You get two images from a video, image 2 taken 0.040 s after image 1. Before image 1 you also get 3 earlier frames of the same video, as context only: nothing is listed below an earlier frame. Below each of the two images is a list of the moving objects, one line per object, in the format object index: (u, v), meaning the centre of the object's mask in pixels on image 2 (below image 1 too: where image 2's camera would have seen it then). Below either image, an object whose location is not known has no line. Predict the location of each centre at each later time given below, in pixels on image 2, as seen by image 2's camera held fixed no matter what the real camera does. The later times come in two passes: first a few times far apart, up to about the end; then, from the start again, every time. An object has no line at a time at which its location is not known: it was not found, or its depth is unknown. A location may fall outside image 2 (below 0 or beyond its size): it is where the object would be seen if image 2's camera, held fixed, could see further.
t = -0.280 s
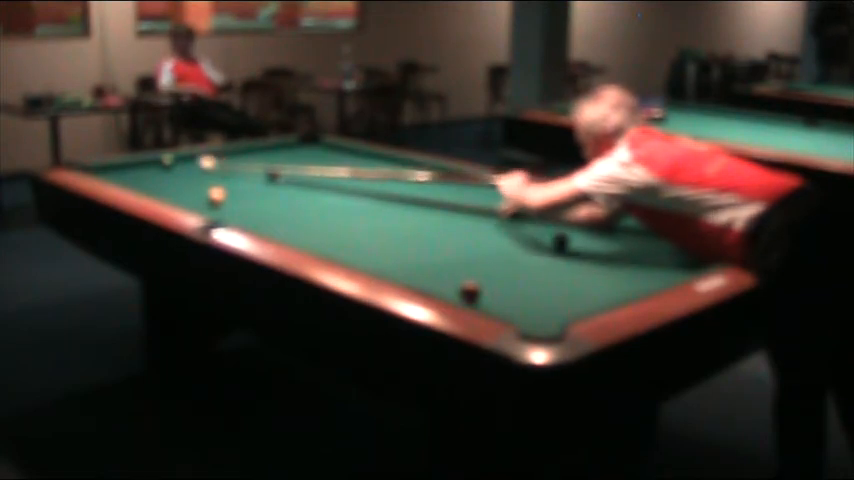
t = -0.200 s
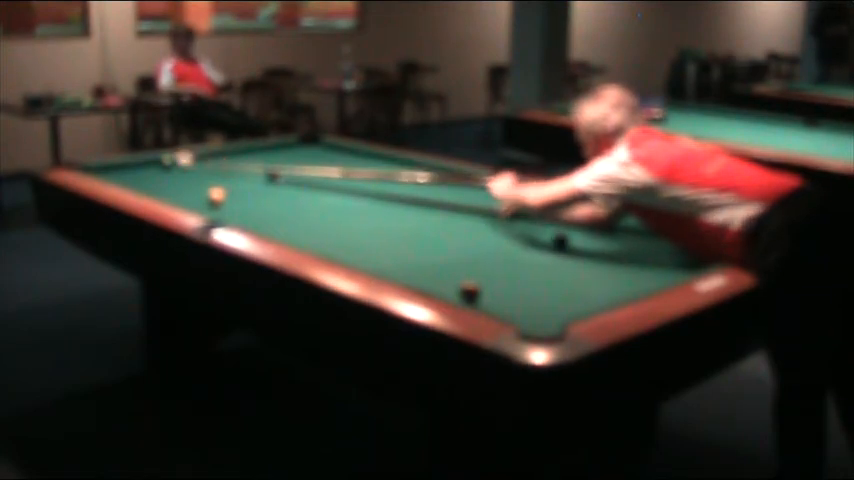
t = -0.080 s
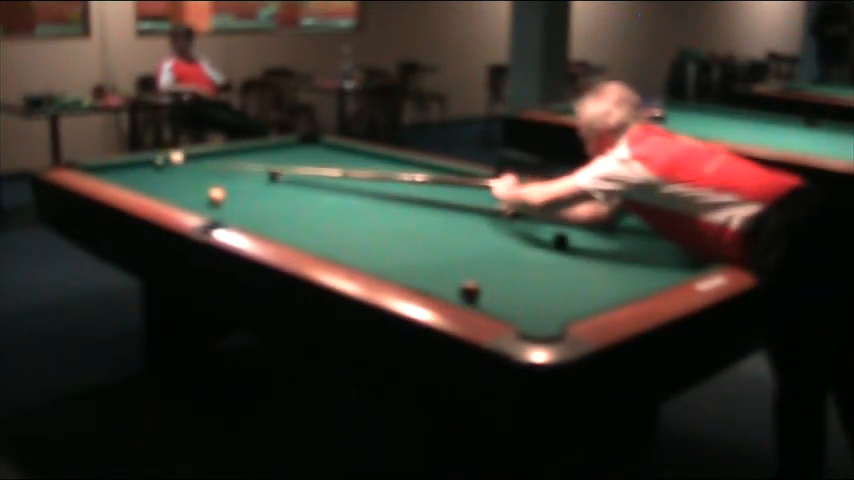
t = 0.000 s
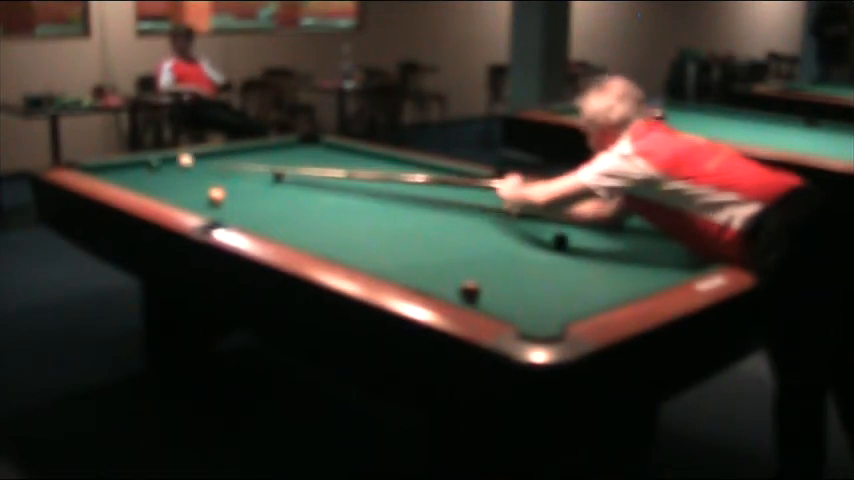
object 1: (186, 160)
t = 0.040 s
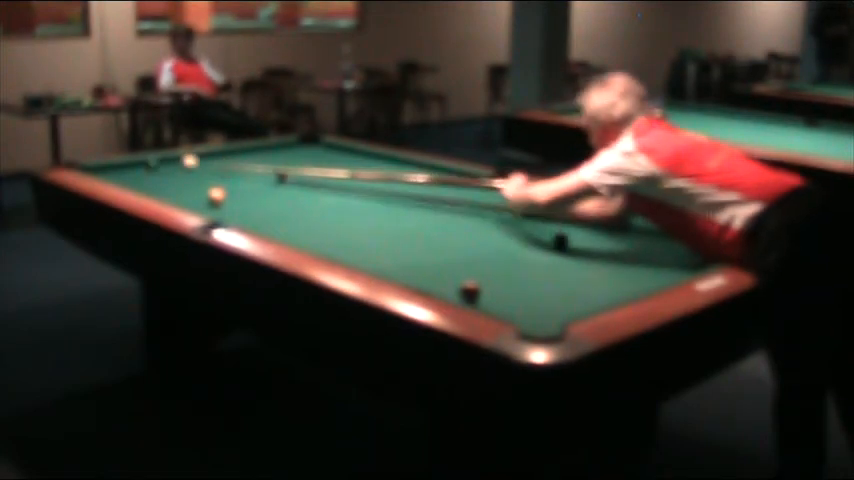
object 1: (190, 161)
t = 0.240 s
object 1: (210, 165)
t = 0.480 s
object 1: (236, 173)
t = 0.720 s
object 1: (264, 181)
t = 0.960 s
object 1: (292, 189)
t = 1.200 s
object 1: (322, 198)
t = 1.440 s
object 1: (353, 208)
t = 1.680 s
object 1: (386, 218)
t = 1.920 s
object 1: (420, 228)
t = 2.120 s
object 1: (451, 236)
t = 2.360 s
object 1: (488, 248)
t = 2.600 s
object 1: (528, 259)
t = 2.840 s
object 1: (569, 270)
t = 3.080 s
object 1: (611, 282)
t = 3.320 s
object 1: (615, 284)
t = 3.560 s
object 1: (590, 277)
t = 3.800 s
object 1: (568, 269)
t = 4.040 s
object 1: (548, 264)
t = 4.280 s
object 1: (529, 258)
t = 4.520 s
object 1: (511, 253)
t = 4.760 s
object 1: (495, 248)
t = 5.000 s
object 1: (482, 244)
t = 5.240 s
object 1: (469, 240)
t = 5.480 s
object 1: (457, 237)
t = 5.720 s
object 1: (448, 234)
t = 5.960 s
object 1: (438, 232)
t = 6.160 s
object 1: (432, 230)
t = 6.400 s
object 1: (425, 228)
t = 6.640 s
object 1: (418, 226)
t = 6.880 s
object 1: (413, 225)
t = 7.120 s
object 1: (409, 224)
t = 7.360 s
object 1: (406, 223)
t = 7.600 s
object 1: (403, 223)
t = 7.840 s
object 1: (403, 223)
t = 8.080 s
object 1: (403, 223)
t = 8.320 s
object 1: (403, 223)
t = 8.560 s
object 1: (403, 222)
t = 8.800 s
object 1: (403, 222)
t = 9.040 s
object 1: (403, 222)
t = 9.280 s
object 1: (403, 222)
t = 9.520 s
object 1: (403, 222)
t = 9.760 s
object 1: (403, 222)
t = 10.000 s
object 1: (403, 222)
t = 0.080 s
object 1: (194, 162)
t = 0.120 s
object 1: (198, 163)
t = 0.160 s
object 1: (202, 164)
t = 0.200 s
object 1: (206, 165)
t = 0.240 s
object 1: (210, 165)
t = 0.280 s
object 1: (215, 167)
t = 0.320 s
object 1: (219, 168)
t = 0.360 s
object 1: (223, 169)
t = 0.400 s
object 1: (227, 170)
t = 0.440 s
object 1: (232, 172)
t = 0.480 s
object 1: (236, 173)
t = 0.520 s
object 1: (240, 174)
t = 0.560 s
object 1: (245, 176)
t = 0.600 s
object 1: (249, 177)
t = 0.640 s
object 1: (254, 178)
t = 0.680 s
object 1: (259, 179)
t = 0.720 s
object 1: (264, 181)
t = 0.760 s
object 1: (268, 182)
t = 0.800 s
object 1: (273, 183)
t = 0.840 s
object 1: (278, 184)
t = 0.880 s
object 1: (282, 186)
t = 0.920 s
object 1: (287, 187)
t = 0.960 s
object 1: (292, 189)
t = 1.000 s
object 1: (297, 190)
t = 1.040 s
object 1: (302, 192)
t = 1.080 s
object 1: (307, 193)
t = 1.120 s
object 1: (311, 195)
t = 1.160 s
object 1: (317, 197)
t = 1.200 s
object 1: (322, 198)
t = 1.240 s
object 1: (327, 200)
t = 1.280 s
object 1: (332, 201)
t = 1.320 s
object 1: (337, 203)
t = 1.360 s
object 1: (342, 204)
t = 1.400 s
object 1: (348, 206)
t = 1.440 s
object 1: (353, 208)
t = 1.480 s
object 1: (359, 209)
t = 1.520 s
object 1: (364, 211)
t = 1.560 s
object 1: (369, 213)
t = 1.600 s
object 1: (375, 214)
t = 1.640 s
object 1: (380, 217)
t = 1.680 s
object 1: (386, 218)
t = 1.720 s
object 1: (392, 220)
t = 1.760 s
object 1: (397, 222)
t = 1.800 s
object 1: (404, 223)
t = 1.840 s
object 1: (409, 225)
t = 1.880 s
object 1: (415, 227)
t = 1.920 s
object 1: (420, 228)
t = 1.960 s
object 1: (426, 230)
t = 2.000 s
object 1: (433, 232)
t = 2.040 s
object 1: (438, 233)
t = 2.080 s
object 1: (444, 235)
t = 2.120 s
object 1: (451, 236)
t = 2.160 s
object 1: (456, 238)
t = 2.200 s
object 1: (462, 240)
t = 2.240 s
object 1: (469, 242)
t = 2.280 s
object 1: (475, 244)
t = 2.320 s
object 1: (482, 245)
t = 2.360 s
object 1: (488, 248)
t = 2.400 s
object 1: (495, 249)
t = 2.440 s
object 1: (501, 251)
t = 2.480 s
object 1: (508, 253)
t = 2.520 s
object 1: (515, 256)
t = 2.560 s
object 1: (521, 257)
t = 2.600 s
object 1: (528, 259)
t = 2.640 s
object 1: (534, 261)
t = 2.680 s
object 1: (541, 263)
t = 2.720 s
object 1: (548, 265)
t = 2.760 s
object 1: (555, 266)
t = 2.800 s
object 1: (562, 268)
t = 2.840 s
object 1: (569, 270)
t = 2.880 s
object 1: (575, 272)
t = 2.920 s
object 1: (583, 275)
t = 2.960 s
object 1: (589, 277)
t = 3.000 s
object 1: (597, 279)
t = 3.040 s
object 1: (603, 281)
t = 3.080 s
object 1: (611, 282)
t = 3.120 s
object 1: (618, 284)
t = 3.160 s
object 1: (626, 286)
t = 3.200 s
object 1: (628, 287)
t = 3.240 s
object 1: (624, 285)
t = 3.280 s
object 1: (620, 284)
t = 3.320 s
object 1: (615, 284)
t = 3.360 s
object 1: (611, 283)
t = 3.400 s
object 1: (607, 282)
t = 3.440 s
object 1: (603, 280)
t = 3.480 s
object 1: (599, 279)
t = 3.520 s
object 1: (595, 278)
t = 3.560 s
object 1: (590, 277)
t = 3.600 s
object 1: (586, 276)
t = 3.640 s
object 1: (583, 275)
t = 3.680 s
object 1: (578, 273)
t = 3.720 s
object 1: (575, 272)
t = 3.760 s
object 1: (571, 271)
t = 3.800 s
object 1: (568, 269)
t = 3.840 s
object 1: (564, 268)
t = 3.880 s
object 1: (561, 267)
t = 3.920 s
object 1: (556, 266)
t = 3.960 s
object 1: (554, 265)
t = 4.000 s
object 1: (550, 264)
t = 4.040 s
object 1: (548, 264)
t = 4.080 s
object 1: (544, 263)
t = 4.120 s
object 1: (540, 262)
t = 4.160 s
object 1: (538, 261)
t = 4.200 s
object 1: (534, 259)
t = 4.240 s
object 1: (532, 259)
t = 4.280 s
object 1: (529, 258)
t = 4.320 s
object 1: (526, 257)
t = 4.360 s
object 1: (523, 256)
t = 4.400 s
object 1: (520, 255)
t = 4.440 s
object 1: (516, 254)
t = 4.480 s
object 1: (514, 254)
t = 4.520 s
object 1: (511, 253)
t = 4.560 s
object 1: (508, 252)
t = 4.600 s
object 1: (505, 251)
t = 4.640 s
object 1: (503, 250)
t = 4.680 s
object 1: (500, 250)
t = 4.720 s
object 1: (498, 249)
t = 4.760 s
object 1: (495, 248)
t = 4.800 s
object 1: (493, 248)
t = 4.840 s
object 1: (490, 247)
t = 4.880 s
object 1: (488, 246)
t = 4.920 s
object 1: (486, 245)
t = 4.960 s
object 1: (484, 245)
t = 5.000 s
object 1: (482, 244)
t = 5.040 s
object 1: (479, 243)
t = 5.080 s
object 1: (477, 242)
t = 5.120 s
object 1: (475, 242)
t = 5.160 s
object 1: (472, 241)
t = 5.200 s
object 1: (471, 241)
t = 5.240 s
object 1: (469, 240)
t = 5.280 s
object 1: (467, 240)
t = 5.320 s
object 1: (465, 239)
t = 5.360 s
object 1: (463, 239)
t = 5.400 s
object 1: (461, 238)
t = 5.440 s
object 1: (459, 238)
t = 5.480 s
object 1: (457, 237)
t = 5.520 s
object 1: (455, 237)
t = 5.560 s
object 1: (454, 236)
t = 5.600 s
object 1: (452, 235)
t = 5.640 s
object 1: (451, 235)
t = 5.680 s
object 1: (449, 235)
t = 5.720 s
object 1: (448, 234)
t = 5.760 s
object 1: (446, 234)
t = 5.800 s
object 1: (445, 234)
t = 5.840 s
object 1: (443, 233)
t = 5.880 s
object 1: (441, 232)
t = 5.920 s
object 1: (440, 232)
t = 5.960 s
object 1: (438, 232)
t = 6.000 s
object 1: (437, 231)
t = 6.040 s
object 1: (435, 231)
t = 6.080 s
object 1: (435, 230)
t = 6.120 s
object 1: (433, 230)
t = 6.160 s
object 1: (432, 230)
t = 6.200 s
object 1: (430, 230)
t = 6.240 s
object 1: (429, 229)
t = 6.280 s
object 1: (427, 229)
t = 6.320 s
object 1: (426, 228)
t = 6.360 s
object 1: (425, 228)
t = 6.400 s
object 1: (425, 228)
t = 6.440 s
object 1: (424, 228)
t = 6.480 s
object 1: (423, 227)
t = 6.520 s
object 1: (421, 227)
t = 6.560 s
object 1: (420, 227)
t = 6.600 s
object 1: (419, 227)
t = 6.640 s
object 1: (418, 226)
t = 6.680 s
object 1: (417, 226)
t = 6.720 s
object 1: (416, 226)
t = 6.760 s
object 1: (416, 225)
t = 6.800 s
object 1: (415, 225)
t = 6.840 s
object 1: (414, 225)
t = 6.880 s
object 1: (413, 225)
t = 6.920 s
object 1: (412, 225)
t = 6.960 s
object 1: (411, 225)
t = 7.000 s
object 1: (411, 224)
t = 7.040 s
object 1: (410, 224)
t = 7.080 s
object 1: (409, 224)
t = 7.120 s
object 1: (409, 224)
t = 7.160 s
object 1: (408, 224)
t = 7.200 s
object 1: (408, 224)
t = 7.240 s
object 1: (407, 224)
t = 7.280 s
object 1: (407, 224)
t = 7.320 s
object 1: (407, 223)
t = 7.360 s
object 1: (406, 223)
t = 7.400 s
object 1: (405, 223)
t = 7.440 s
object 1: (405, 224)
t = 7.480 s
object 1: (405, 223)
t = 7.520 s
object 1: (404, 223)
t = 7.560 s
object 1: (404, 223)
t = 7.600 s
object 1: (403, 223)
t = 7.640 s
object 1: (403, 223)
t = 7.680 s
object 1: (403, 223)
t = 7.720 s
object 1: (403, 223)
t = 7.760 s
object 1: (403, 223)
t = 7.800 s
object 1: (403, 223)
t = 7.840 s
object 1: (403, 223)
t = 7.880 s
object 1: (403, 223)
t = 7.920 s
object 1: (403, 223)
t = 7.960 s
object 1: (403, 222)
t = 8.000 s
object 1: (403, 222)
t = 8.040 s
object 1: (403, 222)
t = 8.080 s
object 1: (403, 223)
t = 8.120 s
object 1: (403, 223)
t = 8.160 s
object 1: (403, 223)
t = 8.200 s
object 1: (403, 223)
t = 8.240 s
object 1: (403, 223)
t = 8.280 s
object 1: (403, 223)
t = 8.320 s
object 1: (403, 223)
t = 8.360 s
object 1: (403, 223)
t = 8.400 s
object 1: (403, 223)
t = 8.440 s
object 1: (403, 223)
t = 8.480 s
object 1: (403, 222)
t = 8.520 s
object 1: (403, 222)
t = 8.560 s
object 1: (403, 222)
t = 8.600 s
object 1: (403, 223)
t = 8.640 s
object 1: (403, 223)
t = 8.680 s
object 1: (403, 222)
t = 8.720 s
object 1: (403, 222)
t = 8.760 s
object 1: (403, 222)
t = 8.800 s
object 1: (403, 222)
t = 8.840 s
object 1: (403, 222)
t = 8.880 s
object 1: (403, 222)
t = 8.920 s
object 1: (403, 222)
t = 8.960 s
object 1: (403, 222)
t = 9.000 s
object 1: (403, 222)
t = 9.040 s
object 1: (403, 222)
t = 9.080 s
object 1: (403, 222)
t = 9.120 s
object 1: (403, 222)
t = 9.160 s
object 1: (403, 223)
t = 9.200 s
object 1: (403, 222)
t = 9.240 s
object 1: (403, 222)
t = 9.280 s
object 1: (403, 222)
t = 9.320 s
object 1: (403, 223)
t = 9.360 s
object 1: (403, 222)
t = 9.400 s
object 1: (403, 223)
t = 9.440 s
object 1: (403, 223)
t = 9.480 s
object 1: (403, 222)
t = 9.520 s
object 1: (403, 222)
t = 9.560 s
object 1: (403, 223)
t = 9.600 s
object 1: (403, 223)
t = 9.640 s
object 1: (403, 223)
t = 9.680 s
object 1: (403, 222)
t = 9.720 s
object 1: (403, 222)
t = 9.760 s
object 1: (403, 222)
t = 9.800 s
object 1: (403, 222)
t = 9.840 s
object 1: (403, 222)
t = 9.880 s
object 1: (403, 222)
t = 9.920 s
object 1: (403, 222)
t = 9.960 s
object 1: (403, 222)
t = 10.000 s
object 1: (403, 222)
